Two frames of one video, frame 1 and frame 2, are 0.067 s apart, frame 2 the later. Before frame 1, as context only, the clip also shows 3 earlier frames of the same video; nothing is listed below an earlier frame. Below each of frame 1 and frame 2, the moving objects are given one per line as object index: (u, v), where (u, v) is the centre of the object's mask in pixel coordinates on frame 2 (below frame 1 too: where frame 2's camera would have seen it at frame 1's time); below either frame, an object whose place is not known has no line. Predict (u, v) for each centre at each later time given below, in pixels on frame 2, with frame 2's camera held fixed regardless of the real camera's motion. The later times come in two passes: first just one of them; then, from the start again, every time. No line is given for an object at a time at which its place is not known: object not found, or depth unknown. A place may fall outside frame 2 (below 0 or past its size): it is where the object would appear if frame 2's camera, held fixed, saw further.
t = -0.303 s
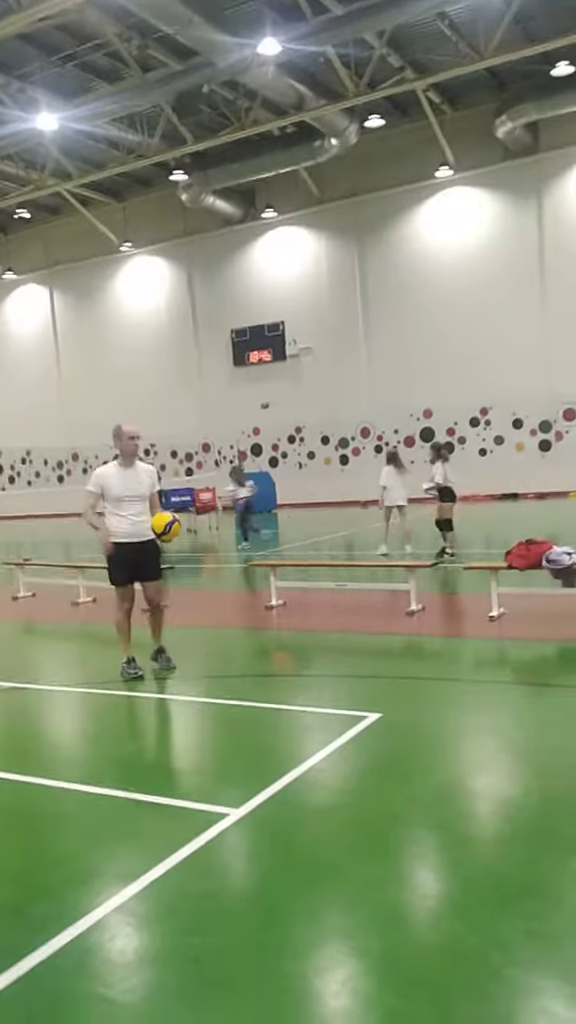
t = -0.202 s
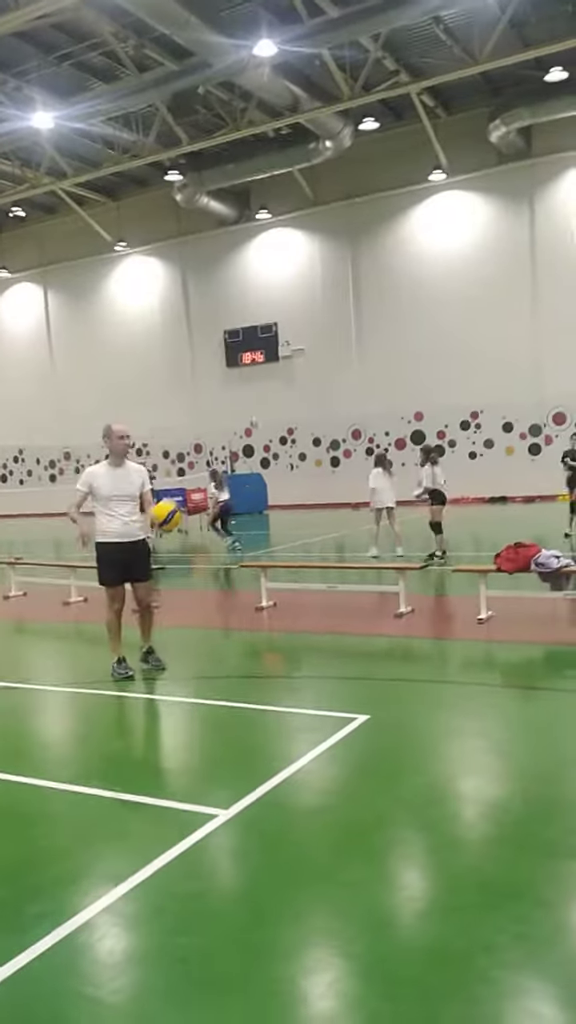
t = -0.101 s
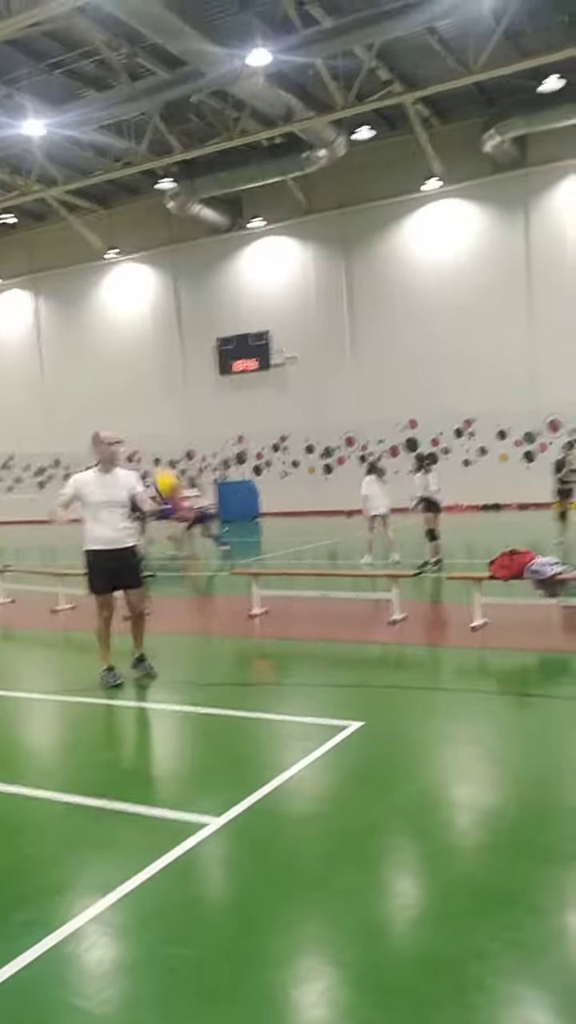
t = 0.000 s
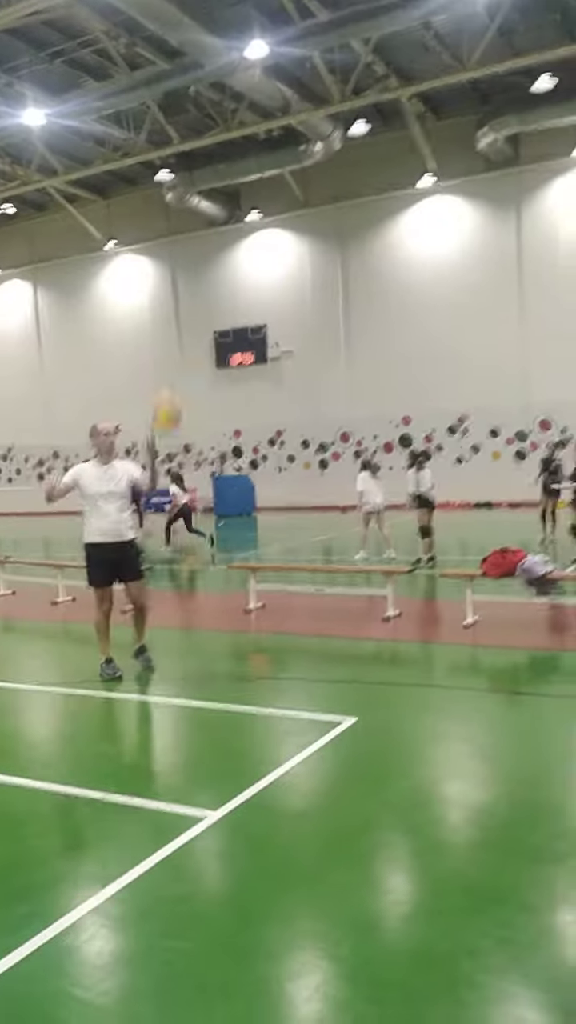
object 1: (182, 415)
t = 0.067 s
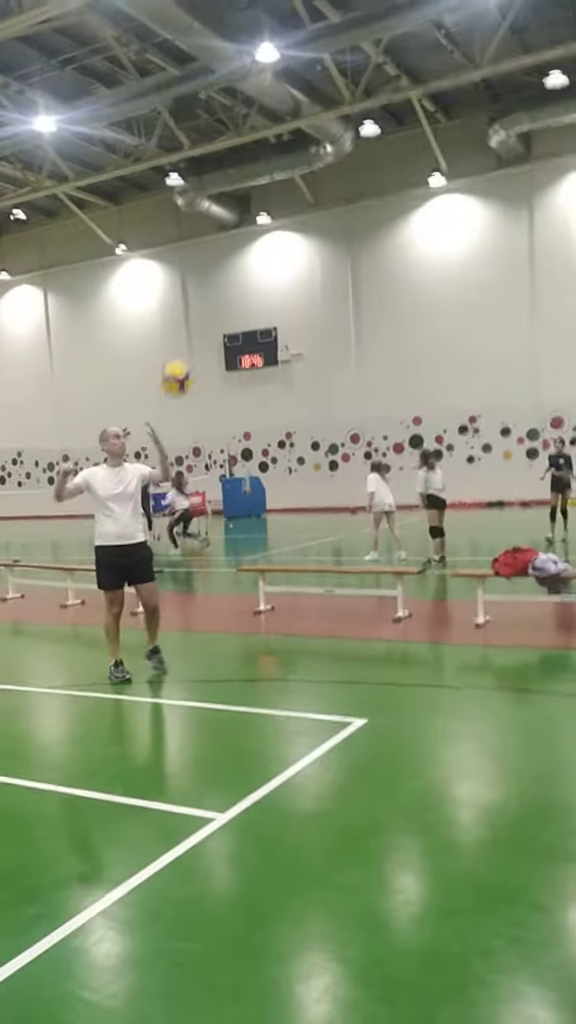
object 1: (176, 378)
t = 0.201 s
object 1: (179, 321)
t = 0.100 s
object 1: (179, 359)
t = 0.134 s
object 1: (179, 348)
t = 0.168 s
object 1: (178, 332)
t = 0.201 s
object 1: (179, 321)
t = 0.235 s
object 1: (179, 309)
